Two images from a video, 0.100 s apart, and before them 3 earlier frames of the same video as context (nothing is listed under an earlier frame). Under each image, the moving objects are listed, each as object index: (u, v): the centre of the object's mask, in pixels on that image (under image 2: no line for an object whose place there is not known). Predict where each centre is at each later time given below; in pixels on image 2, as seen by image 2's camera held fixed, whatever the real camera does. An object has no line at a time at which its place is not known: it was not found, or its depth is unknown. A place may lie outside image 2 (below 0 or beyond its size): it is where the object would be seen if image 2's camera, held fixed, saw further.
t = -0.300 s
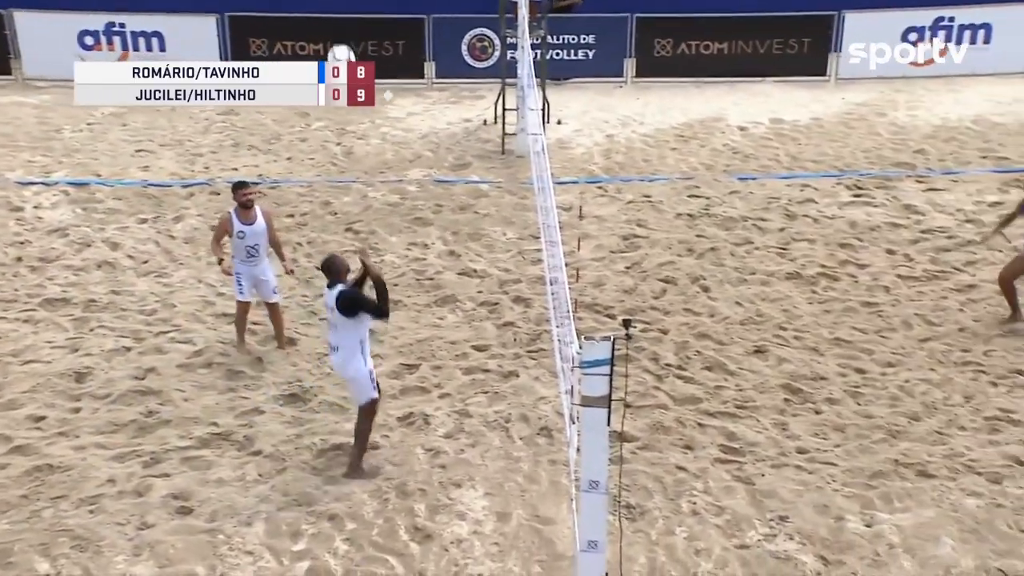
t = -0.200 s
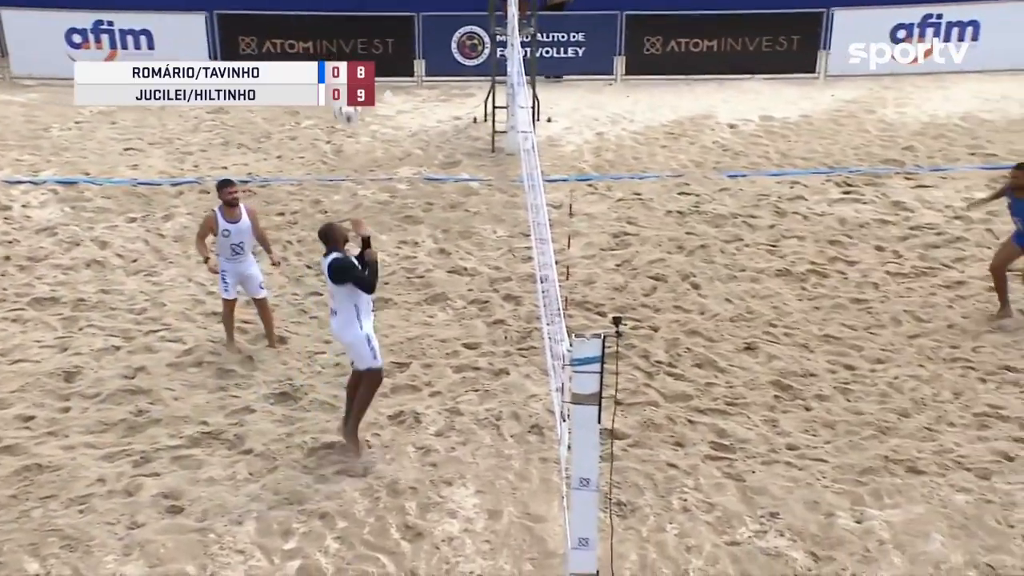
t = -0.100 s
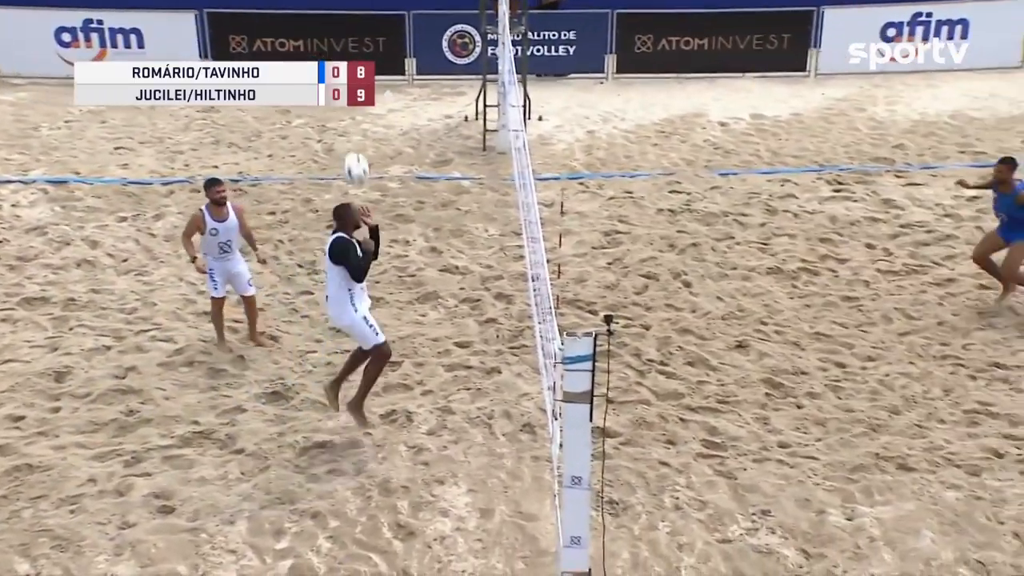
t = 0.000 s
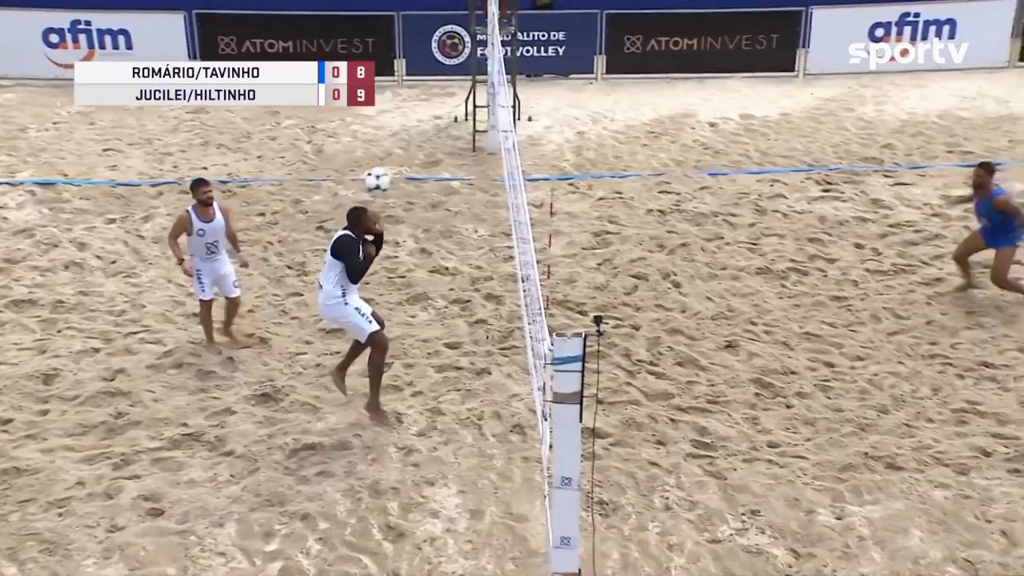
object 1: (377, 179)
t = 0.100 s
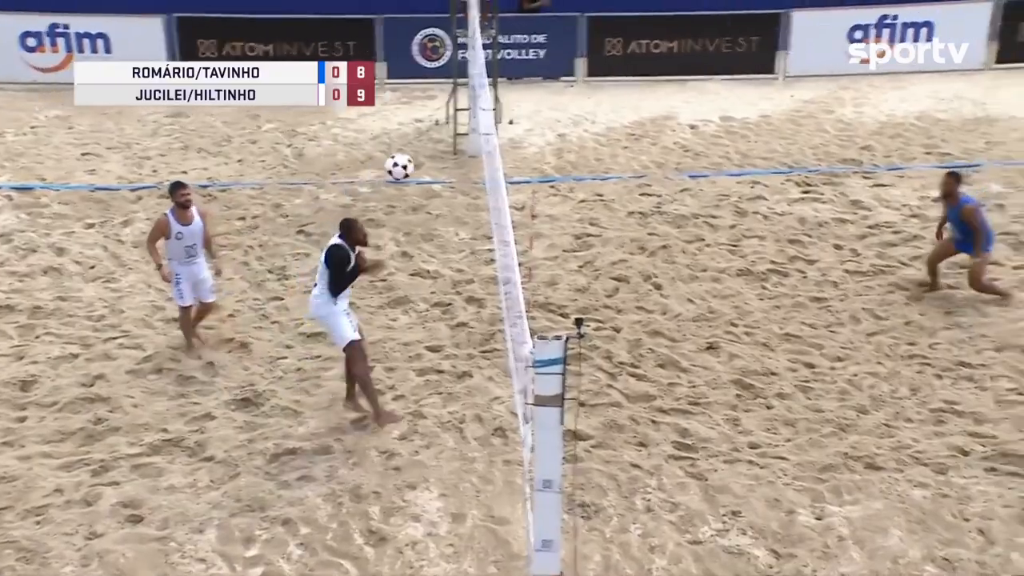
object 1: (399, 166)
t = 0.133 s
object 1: (413, 164)
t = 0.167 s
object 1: (426, 161)
